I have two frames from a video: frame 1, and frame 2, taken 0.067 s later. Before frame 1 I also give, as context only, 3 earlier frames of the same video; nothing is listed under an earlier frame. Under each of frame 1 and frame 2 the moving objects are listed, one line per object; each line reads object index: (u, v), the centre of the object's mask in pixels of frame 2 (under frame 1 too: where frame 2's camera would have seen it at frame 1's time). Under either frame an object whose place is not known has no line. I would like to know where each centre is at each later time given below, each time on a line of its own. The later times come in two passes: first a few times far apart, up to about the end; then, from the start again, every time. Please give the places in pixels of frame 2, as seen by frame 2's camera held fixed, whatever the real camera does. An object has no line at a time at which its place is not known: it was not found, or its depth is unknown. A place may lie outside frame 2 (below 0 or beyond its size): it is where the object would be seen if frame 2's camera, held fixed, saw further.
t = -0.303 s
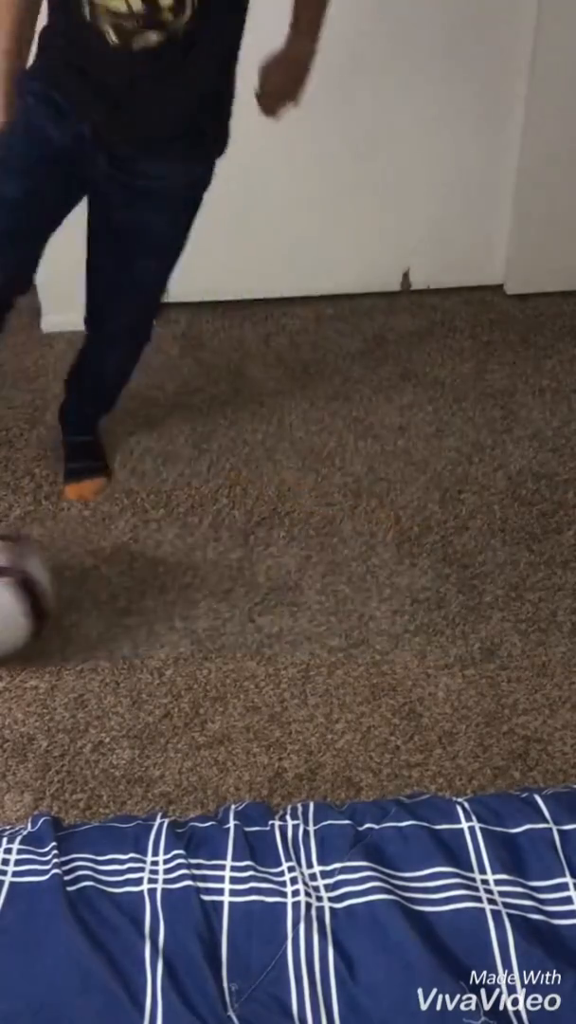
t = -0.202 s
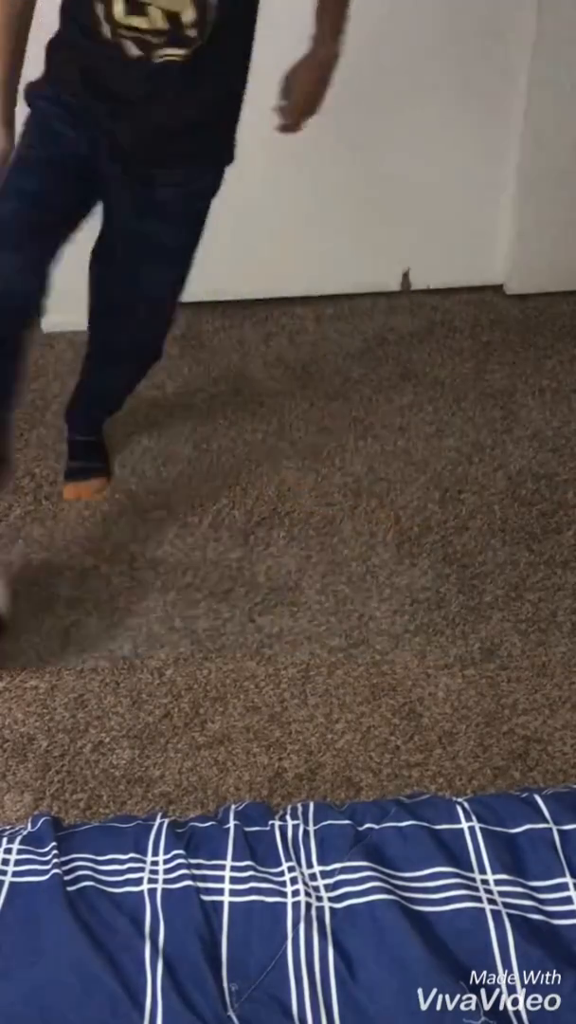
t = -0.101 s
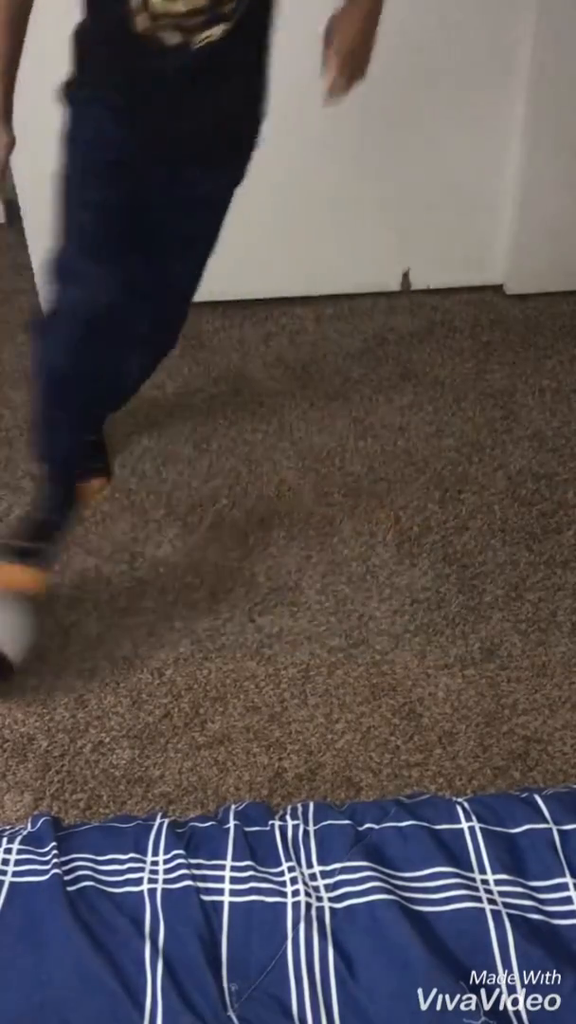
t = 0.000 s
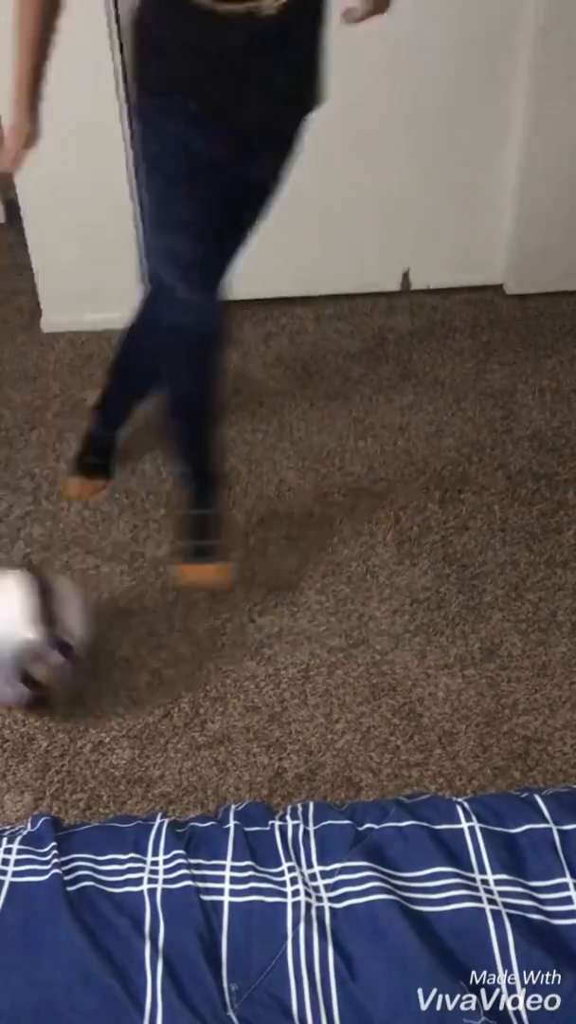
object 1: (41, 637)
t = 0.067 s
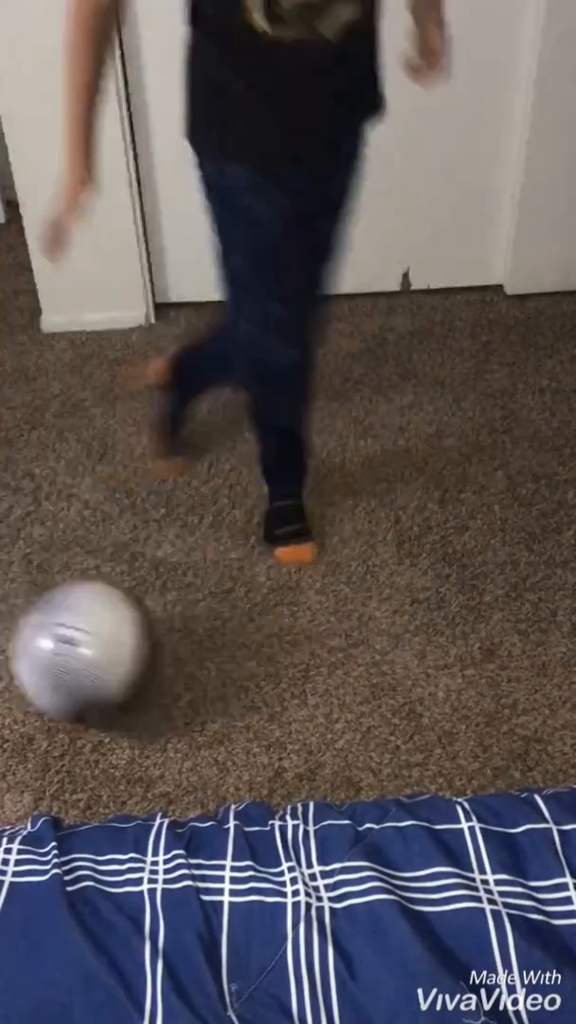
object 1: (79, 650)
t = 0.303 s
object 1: (224, 685)
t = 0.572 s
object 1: (387, 727)
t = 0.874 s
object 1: (536, 754)
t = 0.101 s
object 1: (101, 656)
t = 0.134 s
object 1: (122, 662)
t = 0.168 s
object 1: (143, 669)
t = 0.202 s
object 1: (165, 674)
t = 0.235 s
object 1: (185, 679)
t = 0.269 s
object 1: (201, 678)
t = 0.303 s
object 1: (224, 685)
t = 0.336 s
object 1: (242, 689)
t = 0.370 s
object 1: (263, 697)
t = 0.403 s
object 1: (285, 703)
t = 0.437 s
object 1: (304, 710)
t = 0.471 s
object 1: (325, 717)
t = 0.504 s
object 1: (346, 720)
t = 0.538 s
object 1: (365, 725)
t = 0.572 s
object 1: (387, 727)
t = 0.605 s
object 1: (406, 731)
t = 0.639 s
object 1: (429, 734)
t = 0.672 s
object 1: (449, 737)
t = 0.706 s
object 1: (470, 740)
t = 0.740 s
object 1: (487, 743)
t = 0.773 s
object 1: (504, 745)
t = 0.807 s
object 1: (517, 747)
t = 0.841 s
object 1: (527, 751)
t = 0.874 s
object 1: (536, 754)
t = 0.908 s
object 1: (547, 759)
